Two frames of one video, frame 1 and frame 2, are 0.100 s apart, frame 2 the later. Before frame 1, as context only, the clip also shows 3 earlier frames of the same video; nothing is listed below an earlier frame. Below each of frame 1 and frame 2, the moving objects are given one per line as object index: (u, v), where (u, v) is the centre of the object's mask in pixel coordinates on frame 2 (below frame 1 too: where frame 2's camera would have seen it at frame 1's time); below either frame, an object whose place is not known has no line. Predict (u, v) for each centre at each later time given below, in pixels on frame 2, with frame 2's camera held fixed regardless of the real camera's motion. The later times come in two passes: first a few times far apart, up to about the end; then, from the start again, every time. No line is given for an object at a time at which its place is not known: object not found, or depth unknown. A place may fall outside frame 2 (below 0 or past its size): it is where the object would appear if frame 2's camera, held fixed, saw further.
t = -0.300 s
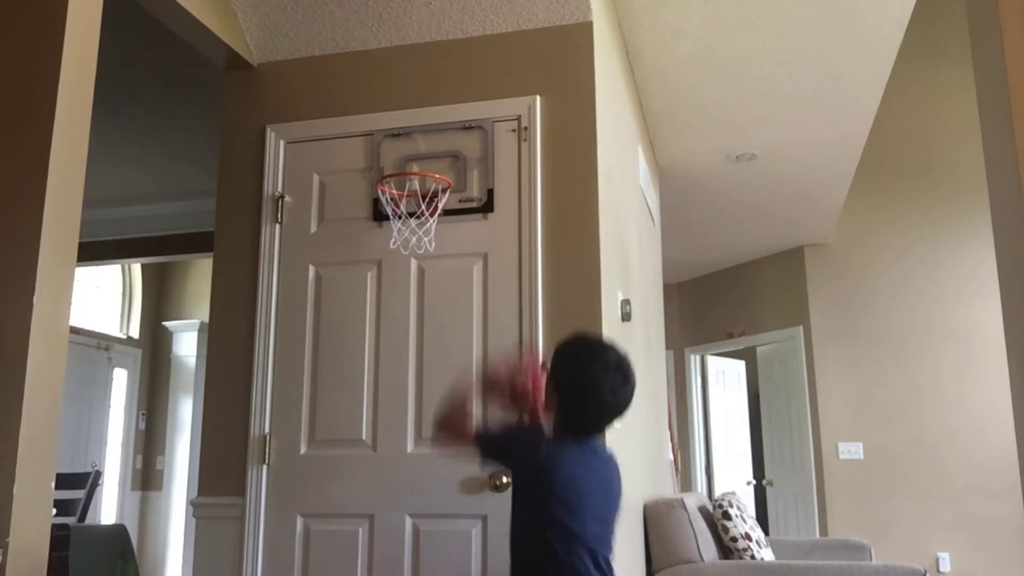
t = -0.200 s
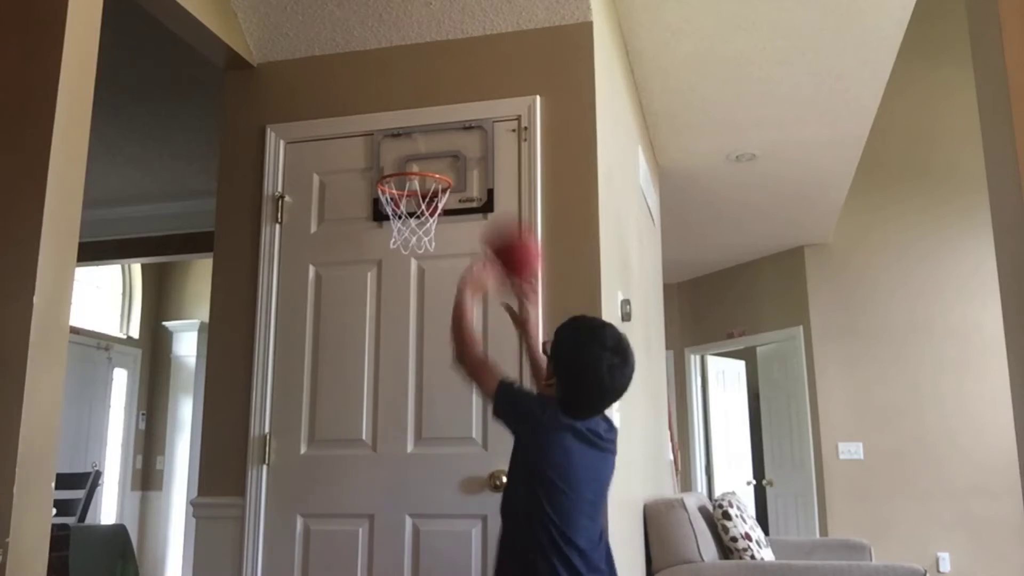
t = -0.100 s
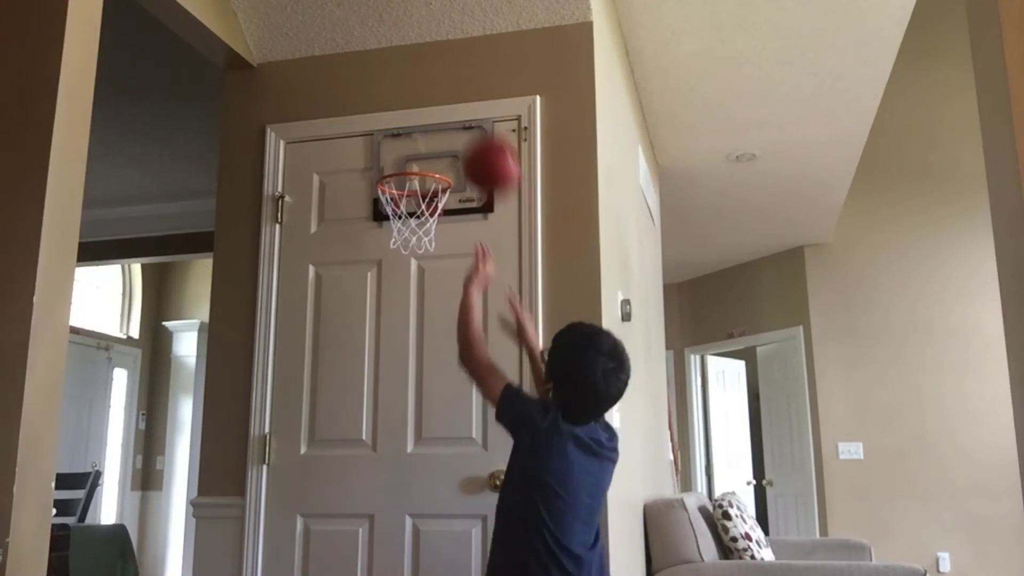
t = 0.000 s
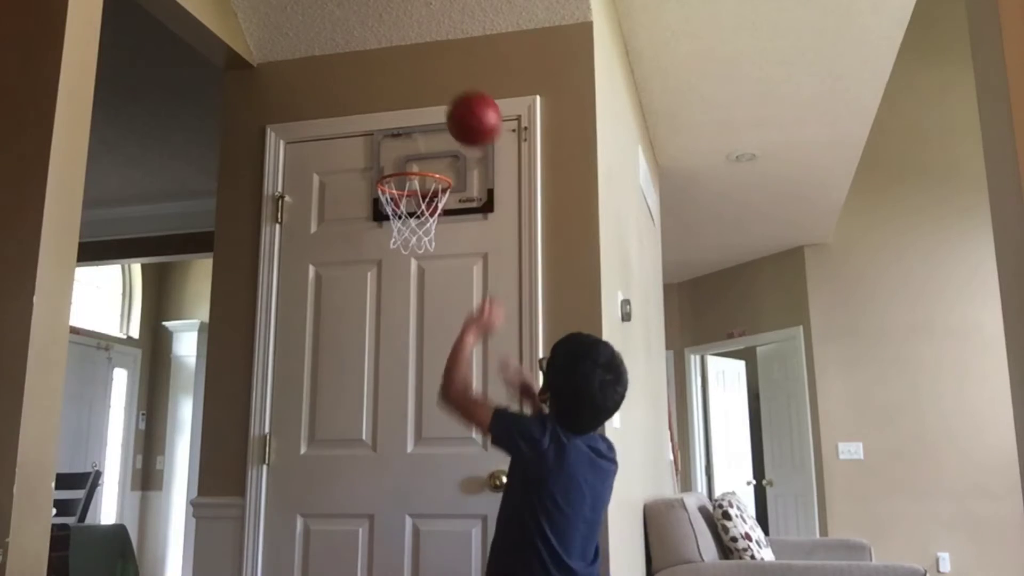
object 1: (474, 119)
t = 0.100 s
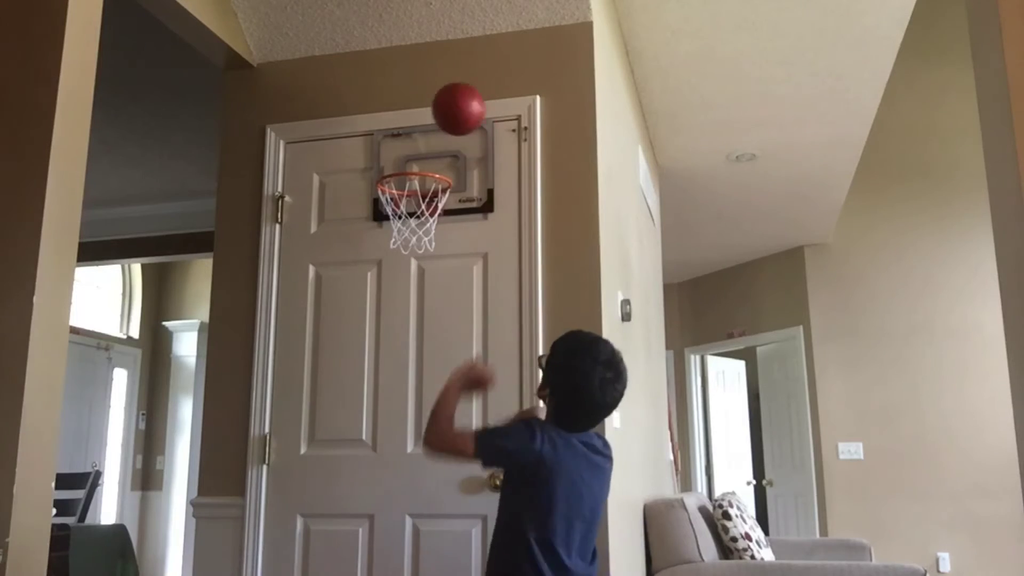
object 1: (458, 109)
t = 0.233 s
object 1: (440, 141)
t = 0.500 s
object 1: (420, 165)
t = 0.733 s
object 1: (410, 196)
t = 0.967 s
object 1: (421, 253)
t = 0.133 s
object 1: (454, 112)
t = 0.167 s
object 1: (449, 118)
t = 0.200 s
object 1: (445, 128)
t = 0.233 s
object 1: (440, 141)
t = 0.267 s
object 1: (437, 156)
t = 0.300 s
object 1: (432, 162)
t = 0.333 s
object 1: (420, 165)
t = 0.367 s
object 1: (409, 178)
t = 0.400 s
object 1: (404, 177)
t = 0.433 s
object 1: (405, 175)
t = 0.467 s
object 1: (412, 173)
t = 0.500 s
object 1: (420, 165)
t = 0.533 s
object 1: (425, 167)
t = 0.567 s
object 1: (426, 166)
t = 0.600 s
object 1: (420, 183)
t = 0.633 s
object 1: (415, 186)
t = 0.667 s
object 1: (411, 188)
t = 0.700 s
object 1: (406, 192)
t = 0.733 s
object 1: (410, 196)
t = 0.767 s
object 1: (412, 201)
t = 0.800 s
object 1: (418, 209)
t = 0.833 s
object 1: (421, 216)
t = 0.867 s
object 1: (424, 221)
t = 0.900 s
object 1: (425, 226)
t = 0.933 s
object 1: (423, 239)
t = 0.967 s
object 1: (421, 253)
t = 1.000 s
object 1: (419, 266)
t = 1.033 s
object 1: (418, 285)
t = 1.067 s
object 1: (417, 306)
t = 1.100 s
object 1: (415, 331)
